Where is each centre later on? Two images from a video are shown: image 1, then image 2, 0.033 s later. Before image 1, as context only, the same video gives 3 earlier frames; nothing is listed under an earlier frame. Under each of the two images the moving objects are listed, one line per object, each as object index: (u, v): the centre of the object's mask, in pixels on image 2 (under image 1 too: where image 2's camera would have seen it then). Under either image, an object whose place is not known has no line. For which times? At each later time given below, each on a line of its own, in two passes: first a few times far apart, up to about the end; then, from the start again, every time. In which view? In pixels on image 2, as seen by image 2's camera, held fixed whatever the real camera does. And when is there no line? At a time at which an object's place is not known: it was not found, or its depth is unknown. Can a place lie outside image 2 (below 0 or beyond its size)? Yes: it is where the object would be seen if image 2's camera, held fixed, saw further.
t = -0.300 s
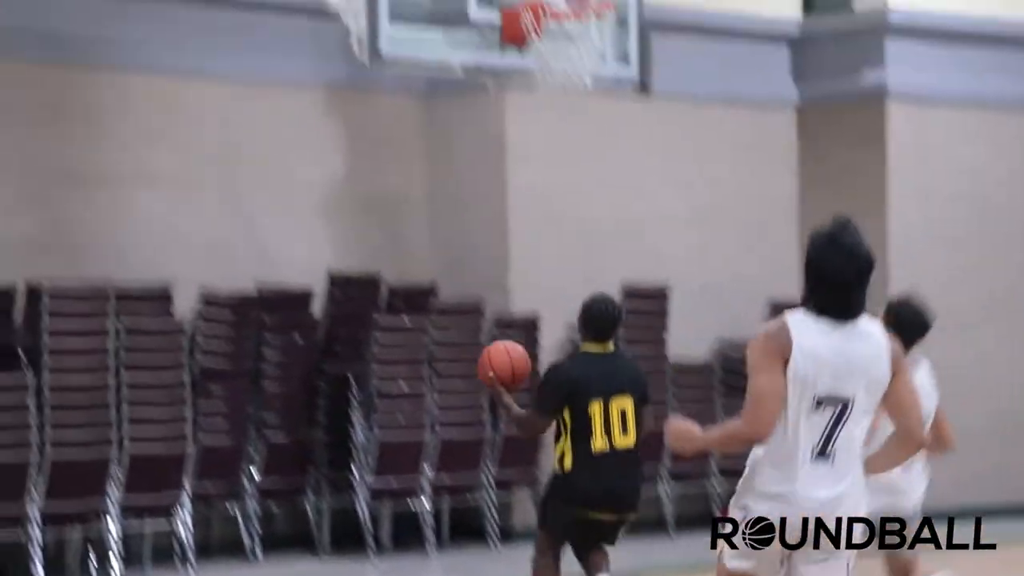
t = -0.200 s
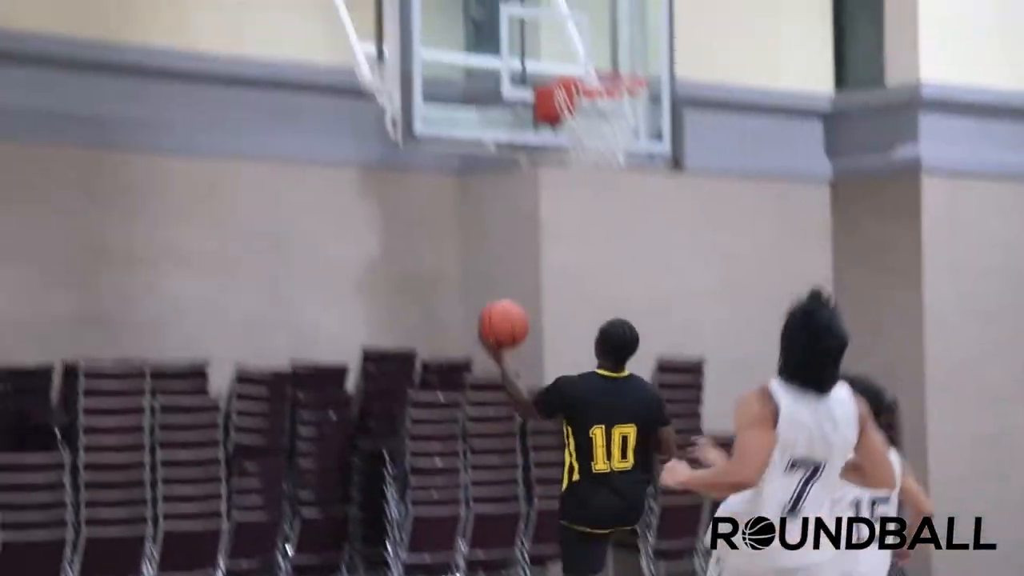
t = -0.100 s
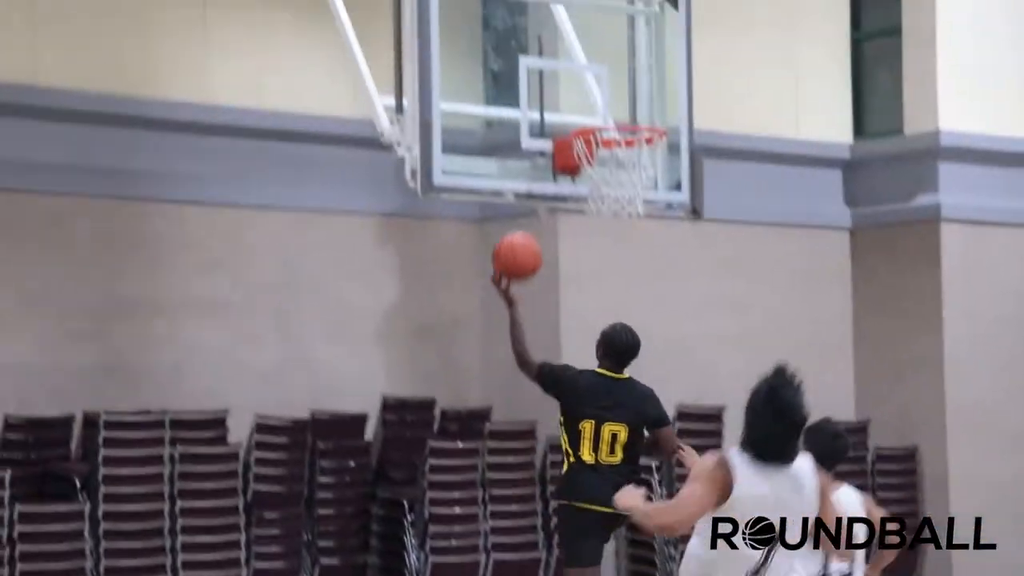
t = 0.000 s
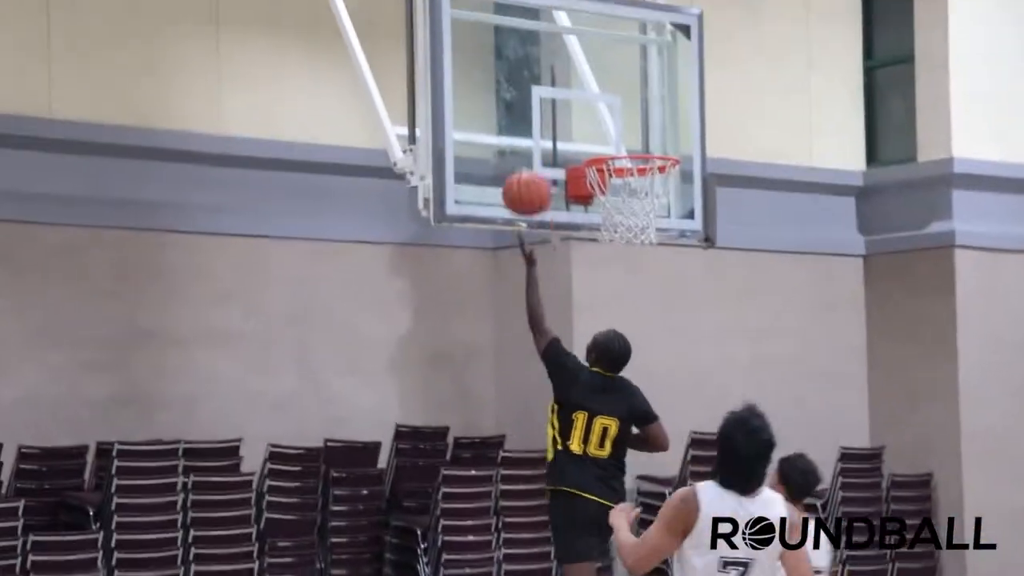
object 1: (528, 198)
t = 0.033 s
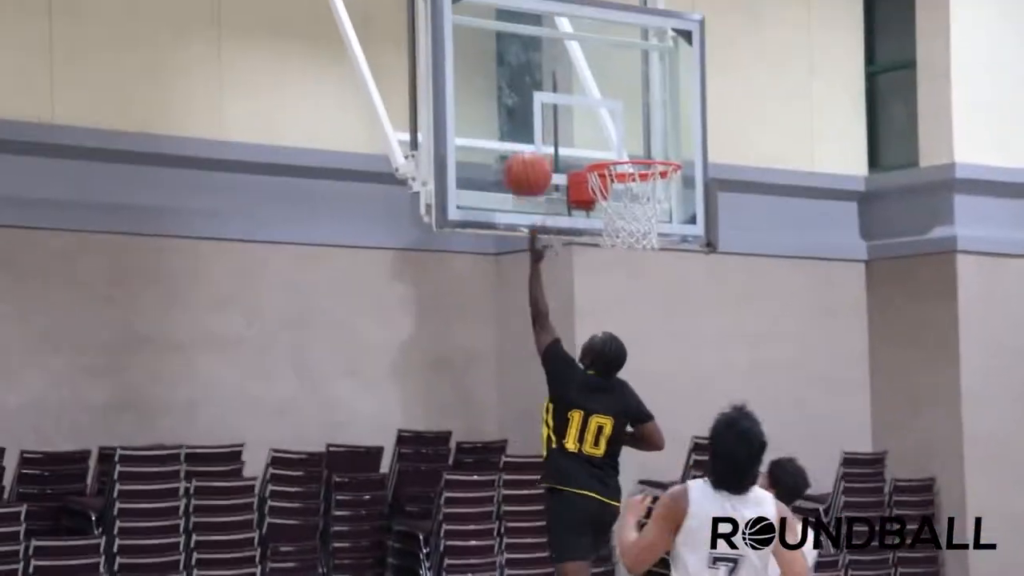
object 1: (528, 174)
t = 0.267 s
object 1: (542, 70)
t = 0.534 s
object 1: (614, 101)
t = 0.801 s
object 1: (643, 143)
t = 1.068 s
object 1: (623, 211)
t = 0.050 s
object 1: (526, 162)
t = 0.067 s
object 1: (526, 150)
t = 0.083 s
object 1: (526, 139)
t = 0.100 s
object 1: (526, 129)
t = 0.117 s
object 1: (525, 120)
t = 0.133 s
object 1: (525, 112)
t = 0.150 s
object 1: (525, 103)
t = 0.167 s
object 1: (525, 96)
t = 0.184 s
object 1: (524, 89)
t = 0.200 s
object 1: (525, 84)
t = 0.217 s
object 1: (528, 80)
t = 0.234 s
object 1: (533, 77)
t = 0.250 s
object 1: (537, 73)
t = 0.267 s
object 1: (542, 70)
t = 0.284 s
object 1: (546, 68)
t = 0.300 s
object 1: (550, 67)
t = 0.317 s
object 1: (555, 66)
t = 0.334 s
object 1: (559, 65)
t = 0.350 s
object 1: (564, 65)
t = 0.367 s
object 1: (569, 66)
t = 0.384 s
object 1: (573, 67)
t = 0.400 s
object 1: (577, 69)
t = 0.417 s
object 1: (582, 71)
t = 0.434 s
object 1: (587, 74)
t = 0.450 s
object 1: (592, 77)
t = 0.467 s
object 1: (596, 81)
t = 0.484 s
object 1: (600, 85)
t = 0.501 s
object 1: (605, 90)
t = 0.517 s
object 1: (610, 95)
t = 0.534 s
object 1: (614, 101)
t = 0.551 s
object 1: (619, 107)
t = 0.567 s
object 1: (624, 115)
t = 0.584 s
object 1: (629, 122)
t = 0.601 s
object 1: (633, 130)
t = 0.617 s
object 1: (638, 139)
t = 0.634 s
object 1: (639, 140)
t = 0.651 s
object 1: (639, 138)
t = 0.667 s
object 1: (640, 137)
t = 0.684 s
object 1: (640, 137)
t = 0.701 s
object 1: (640, 136)
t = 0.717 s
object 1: (641, 136)
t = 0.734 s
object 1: (641, 137)
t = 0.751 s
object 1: (642, 138)
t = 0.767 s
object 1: (642, 139)
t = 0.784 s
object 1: (642, 140)
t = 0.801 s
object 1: (643, 143)
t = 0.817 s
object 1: (643, 144)
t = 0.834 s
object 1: (644, 146)
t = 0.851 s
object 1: (644, 149)
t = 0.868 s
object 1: (645, 151)
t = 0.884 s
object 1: (646, 167)
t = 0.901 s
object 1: (645, 173)
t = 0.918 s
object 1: (645, 176)
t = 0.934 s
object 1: (643, 177)
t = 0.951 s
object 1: (639, 182)
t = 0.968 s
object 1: (636, 184)
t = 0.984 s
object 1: (633, 186)
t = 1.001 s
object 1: (631, 189)
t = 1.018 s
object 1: (630, 194)
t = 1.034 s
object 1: (628, 200)
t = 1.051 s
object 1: (625, 206)
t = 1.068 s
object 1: (623, 211)
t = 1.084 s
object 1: (622, 218)
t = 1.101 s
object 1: (620, 223)
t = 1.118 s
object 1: (620, 226)
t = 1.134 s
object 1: (618, 231)
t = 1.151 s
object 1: (619, 236)
